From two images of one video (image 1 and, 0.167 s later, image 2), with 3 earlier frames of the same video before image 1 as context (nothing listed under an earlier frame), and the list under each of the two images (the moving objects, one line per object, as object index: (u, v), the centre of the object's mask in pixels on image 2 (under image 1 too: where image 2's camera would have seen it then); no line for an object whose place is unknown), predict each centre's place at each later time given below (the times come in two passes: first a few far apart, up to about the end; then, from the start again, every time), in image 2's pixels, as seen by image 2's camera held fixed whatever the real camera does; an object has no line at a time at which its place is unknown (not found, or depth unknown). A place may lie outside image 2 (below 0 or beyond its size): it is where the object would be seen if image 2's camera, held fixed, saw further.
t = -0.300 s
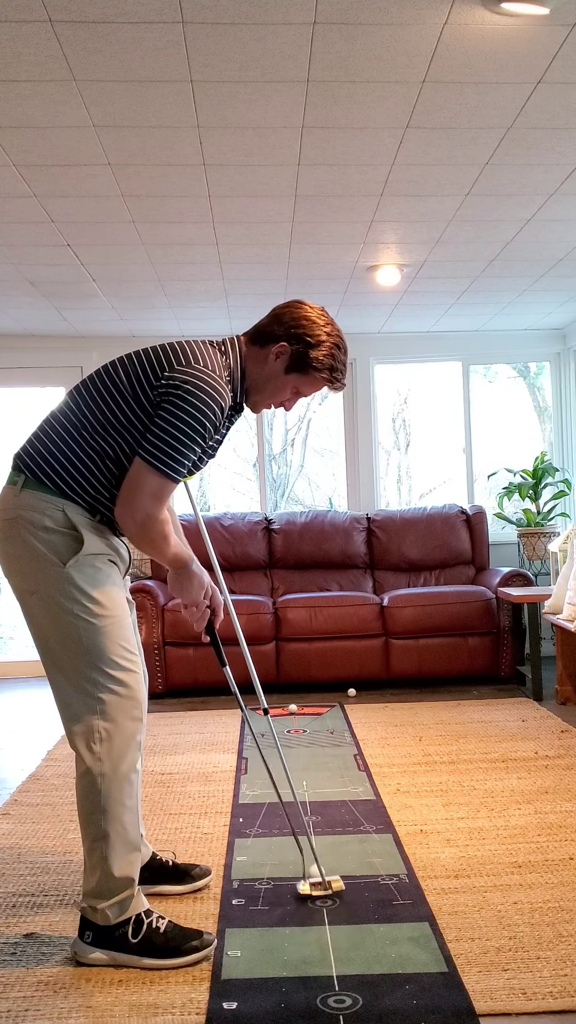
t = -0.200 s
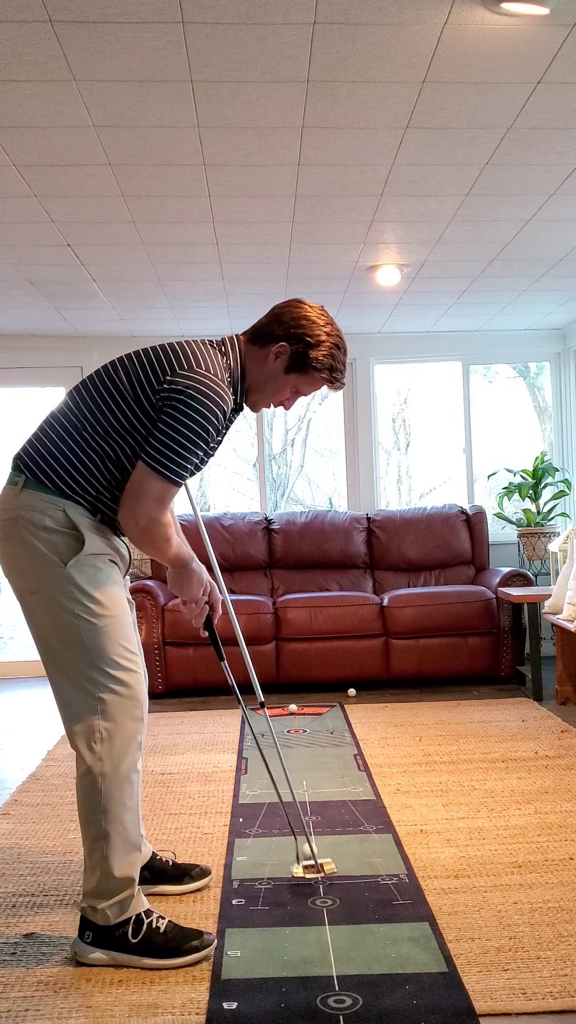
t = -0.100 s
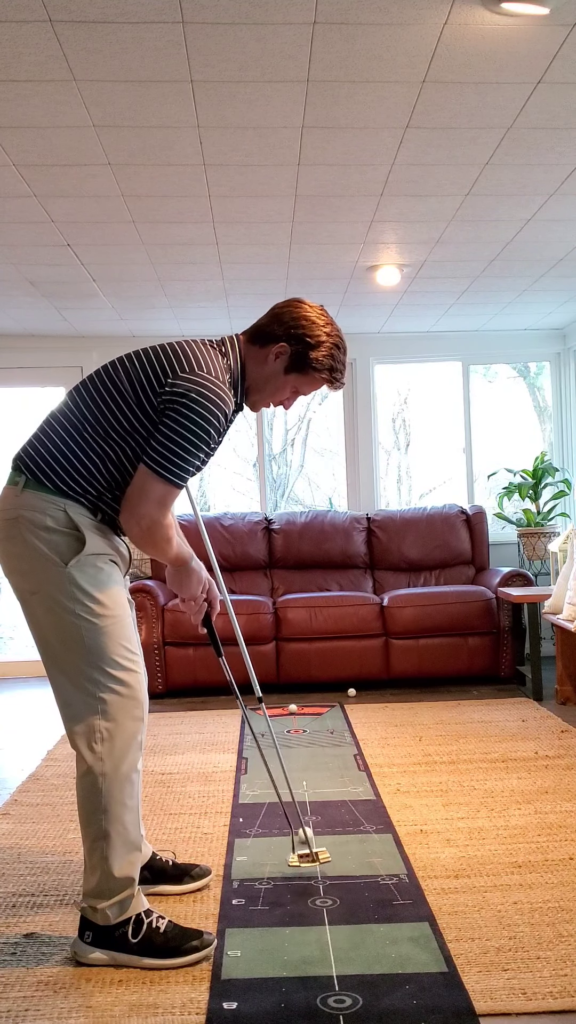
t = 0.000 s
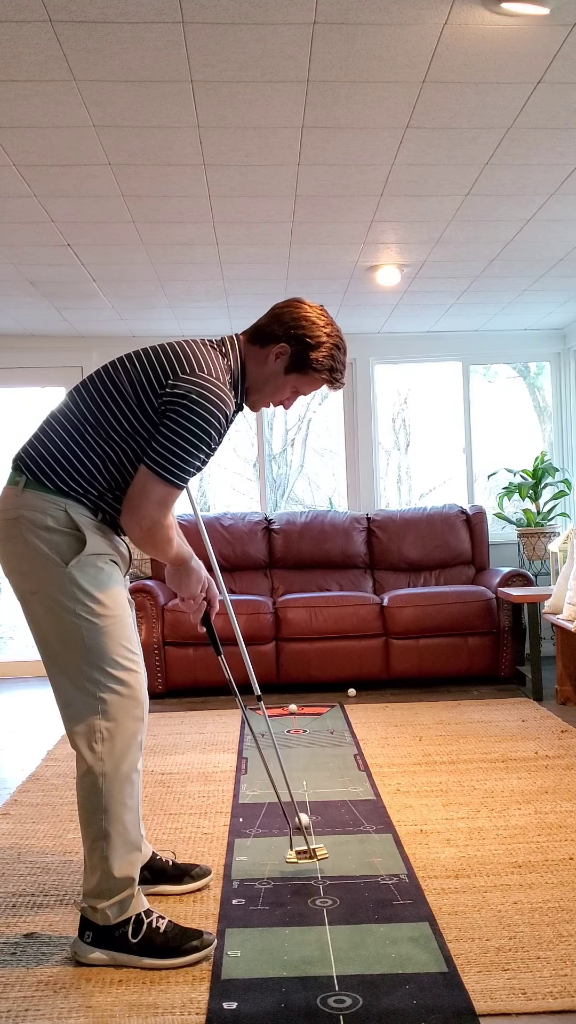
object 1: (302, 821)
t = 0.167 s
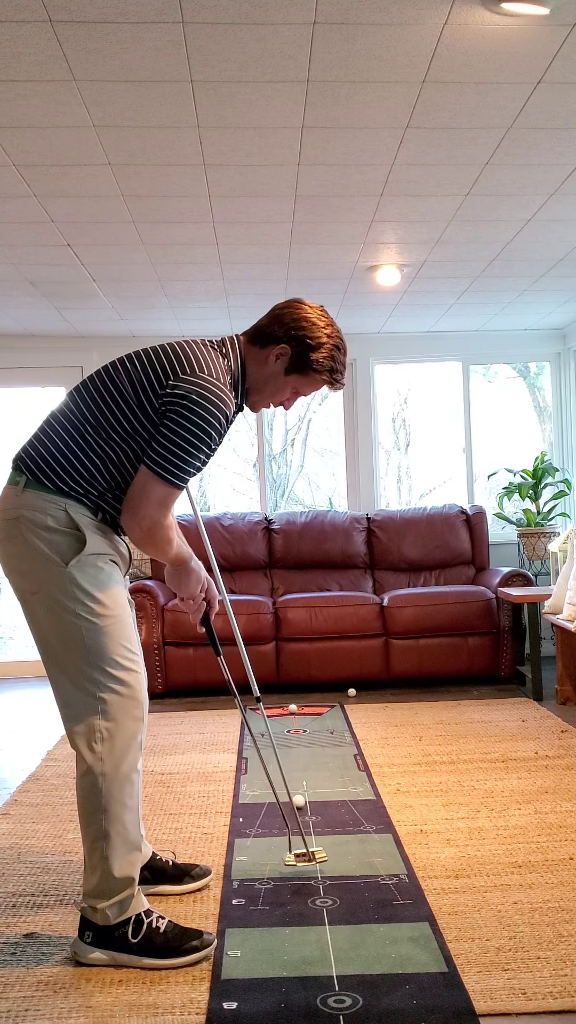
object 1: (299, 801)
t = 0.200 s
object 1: (298, 798)
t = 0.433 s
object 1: (295, 775)
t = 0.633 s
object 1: (295, 758)
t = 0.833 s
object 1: (295, 746)
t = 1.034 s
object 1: (295, 736)
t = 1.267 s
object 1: (296, 726)
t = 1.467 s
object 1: (296, 719)
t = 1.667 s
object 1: (294, 715)
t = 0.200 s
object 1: (298, 798)
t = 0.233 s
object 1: (297, 794)
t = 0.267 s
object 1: (297, 790)
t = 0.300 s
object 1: (296, 788)
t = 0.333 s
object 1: (296, 784)
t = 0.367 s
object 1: (296, 781)
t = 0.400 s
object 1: (295, 778)
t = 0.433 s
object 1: (295, 775)
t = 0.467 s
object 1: (295, 771)
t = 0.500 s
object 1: (295, 769)
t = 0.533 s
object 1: (294, 766)
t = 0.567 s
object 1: (294, 764)
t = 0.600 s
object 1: (295, 761)
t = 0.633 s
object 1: (295, 758)
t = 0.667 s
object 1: (295, 756)
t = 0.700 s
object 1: (295, 754)
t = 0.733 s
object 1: (295, 752)
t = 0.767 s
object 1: (295, 750)
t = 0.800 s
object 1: (295, 748)
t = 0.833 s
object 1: (295, 746)
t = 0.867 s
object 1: (295, 744)
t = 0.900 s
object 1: (295, 742)
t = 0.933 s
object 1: (295, 740)
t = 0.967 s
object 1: (295, 739)
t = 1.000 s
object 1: (295, 737)
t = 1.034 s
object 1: (295, 736)
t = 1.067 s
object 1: (295, 734)
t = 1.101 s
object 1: (295, 732)
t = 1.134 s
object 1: (295, 731)
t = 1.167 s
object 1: (295, 730)
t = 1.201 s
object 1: (296, 728)
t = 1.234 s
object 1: (296, 727)
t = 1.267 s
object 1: (296, 726)
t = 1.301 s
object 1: (296, 725)
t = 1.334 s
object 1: (296, 724)
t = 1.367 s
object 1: (296, 723)
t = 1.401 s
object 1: (296, 722)
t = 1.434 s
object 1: (296, 720)
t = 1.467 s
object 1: (296, 719)
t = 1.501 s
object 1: (295, 718)
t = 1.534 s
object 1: (295, 718)
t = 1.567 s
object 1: (295, 717)
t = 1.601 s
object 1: (295, 716)
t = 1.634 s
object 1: (295, 715)
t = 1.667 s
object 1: (294, 715)
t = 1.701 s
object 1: (295, 714)
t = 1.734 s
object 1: (294, 713)
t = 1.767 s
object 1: (294, 713)
